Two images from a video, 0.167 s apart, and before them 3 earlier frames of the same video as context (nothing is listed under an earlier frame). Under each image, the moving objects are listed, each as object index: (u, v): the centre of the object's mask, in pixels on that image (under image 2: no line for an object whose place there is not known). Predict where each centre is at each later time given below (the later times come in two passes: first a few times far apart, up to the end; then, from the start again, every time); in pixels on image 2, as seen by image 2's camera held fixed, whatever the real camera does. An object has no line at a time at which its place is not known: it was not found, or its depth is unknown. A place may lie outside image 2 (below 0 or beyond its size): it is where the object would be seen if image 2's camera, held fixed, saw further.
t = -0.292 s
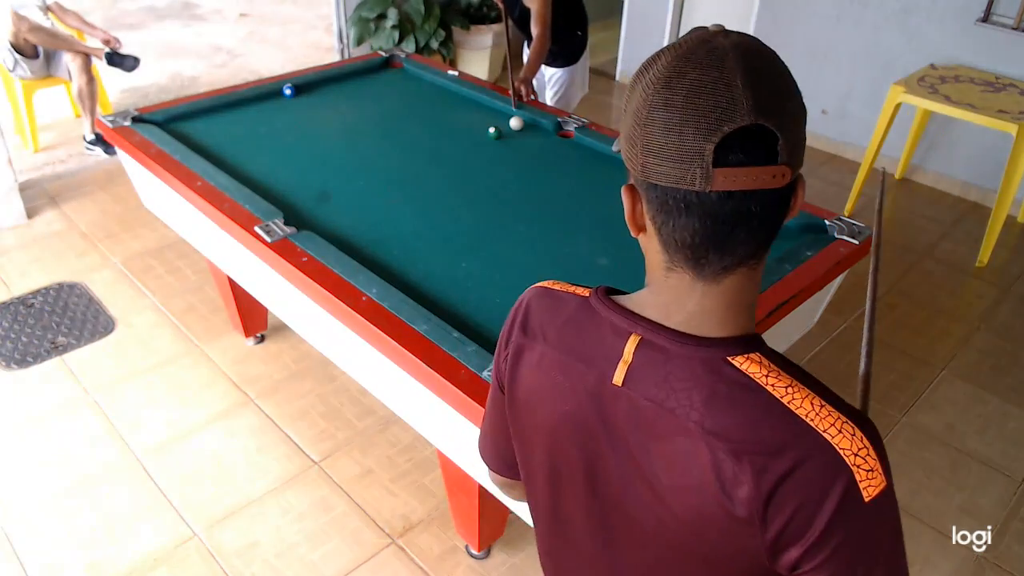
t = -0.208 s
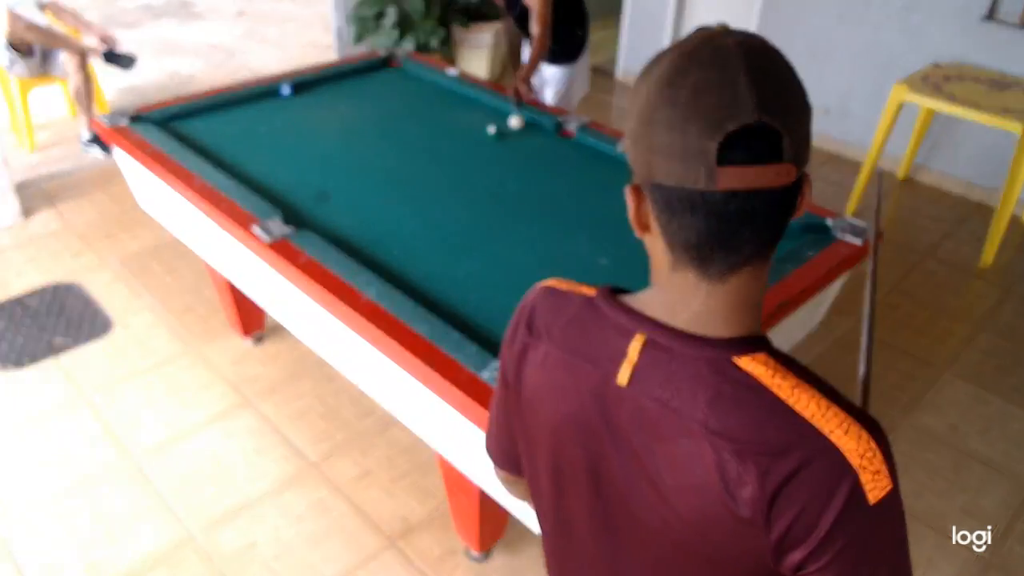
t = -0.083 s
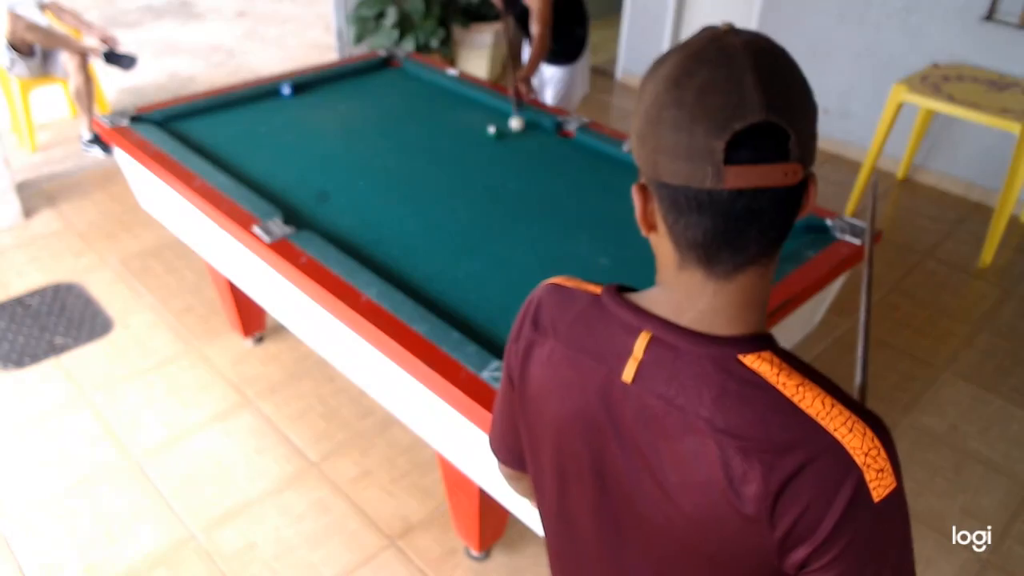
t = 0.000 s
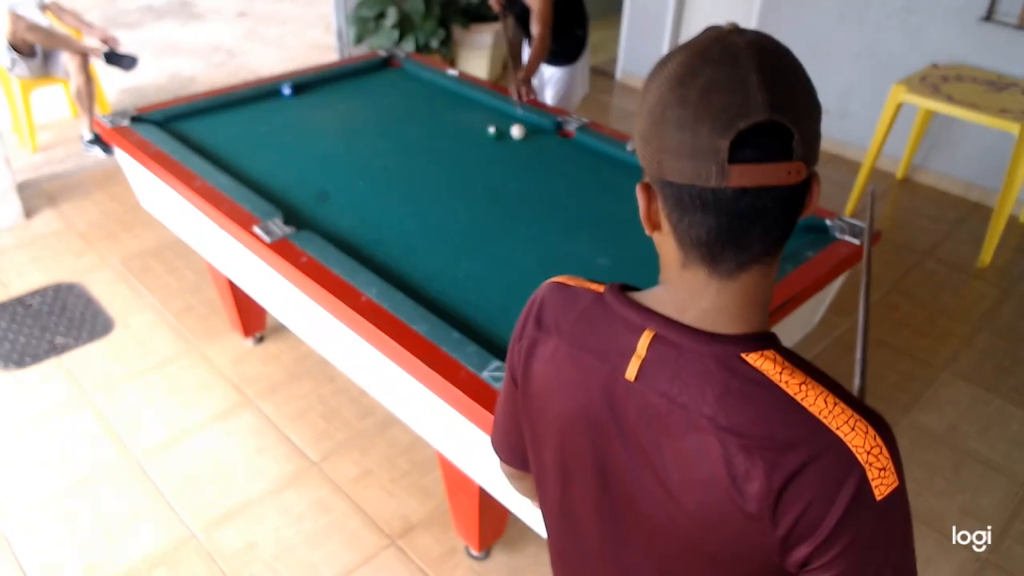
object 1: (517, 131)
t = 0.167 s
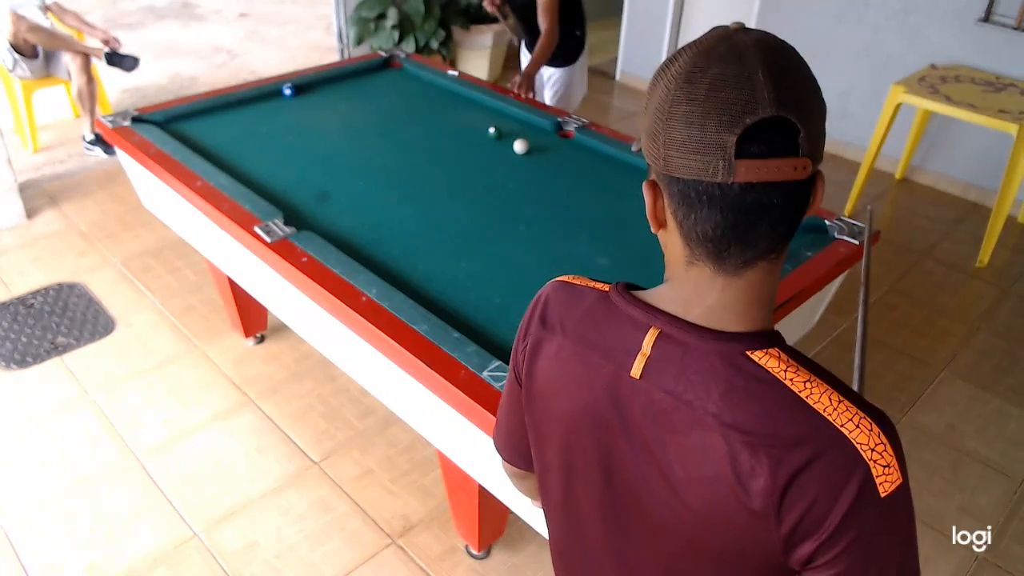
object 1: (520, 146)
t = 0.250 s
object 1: (522, 154)
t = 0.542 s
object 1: (528, 181)
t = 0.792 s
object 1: (533, 208)
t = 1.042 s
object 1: (539, 236)
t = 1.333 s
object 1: (546, 271)
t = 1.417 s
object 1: (548, 281)
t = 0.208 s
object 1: (521, 150)
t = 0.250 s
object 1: (522, 154)
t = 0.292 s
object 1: (523, 158)
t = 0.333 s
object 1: (523, 162)
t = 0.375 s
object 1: (524, 165)
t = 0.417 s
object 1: (525, 169)
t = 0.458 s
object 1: (526, 173)
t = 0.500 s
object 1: (527, 178)
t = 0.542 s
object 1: (528, 181)
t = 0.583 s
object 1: (528, 186)
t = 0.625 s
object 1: (529, 190)
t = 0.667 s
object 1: (530, 194)
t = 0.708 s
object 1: (531, 199)
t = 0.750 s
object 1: (532, 203)
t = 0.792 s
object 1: (533, 208)
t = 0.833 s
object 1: (534, 212)
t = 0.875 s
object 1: (535, 217)
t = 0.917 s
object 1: (535, 221)
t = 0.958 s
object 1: (536, 226)
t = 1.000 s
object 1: (538, 231)
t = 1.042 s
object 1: (539, 236)
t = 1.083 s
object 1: (540, 240)
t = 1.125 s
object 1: (540, 245)
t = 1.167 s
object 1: (542, 250)
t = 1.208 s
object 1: (543, 255)
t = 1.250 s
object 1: (544, 260)
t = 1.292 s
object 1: (545, 265)
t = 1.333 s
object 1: (546, 271)
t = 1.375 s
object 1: (547, 276)
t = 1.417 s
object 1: (548, 281)
